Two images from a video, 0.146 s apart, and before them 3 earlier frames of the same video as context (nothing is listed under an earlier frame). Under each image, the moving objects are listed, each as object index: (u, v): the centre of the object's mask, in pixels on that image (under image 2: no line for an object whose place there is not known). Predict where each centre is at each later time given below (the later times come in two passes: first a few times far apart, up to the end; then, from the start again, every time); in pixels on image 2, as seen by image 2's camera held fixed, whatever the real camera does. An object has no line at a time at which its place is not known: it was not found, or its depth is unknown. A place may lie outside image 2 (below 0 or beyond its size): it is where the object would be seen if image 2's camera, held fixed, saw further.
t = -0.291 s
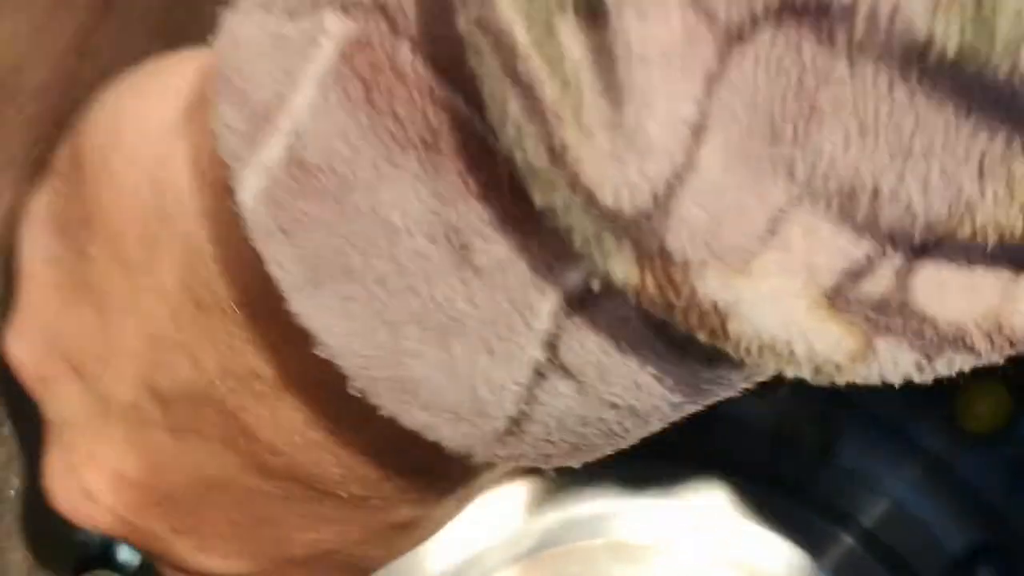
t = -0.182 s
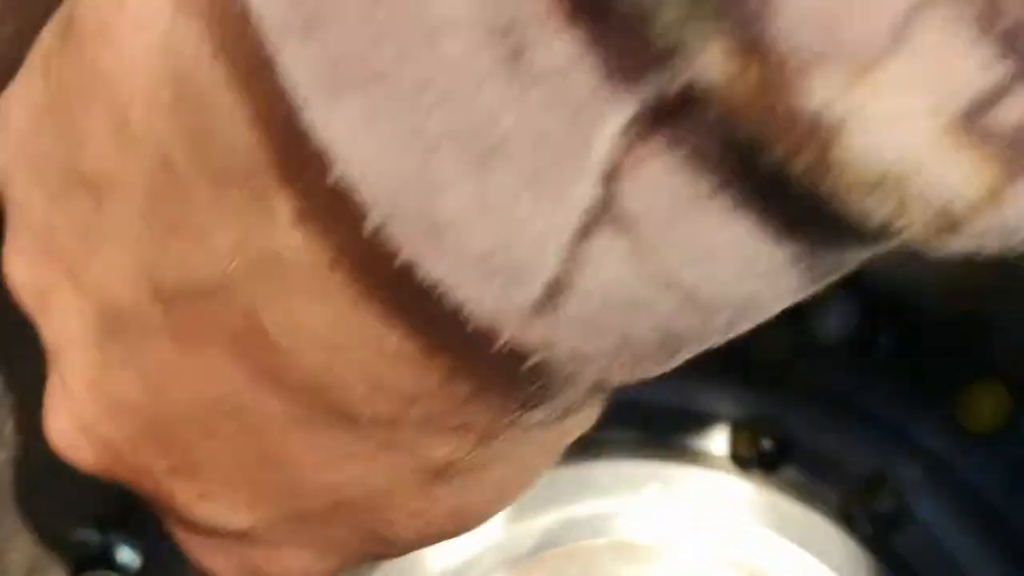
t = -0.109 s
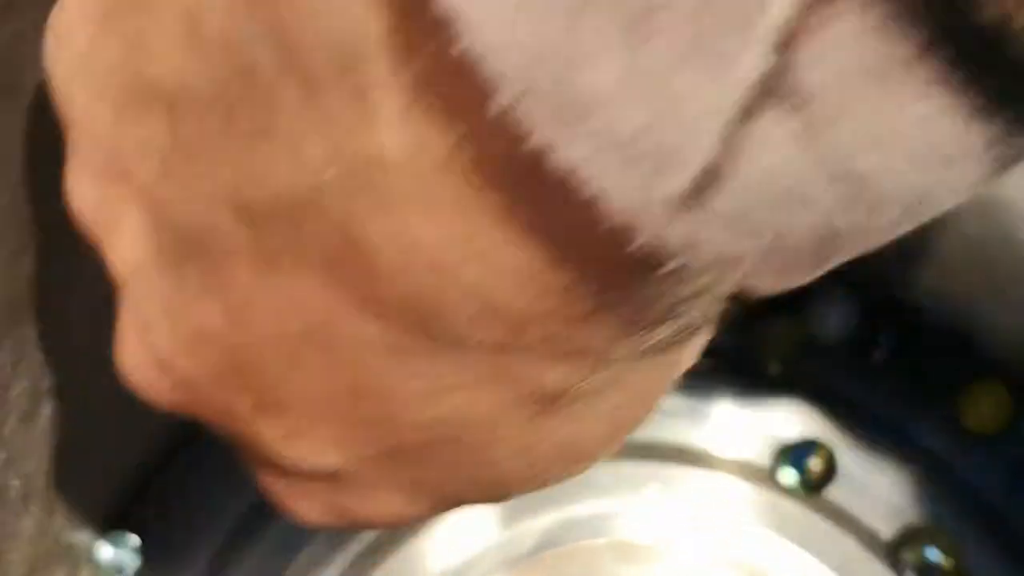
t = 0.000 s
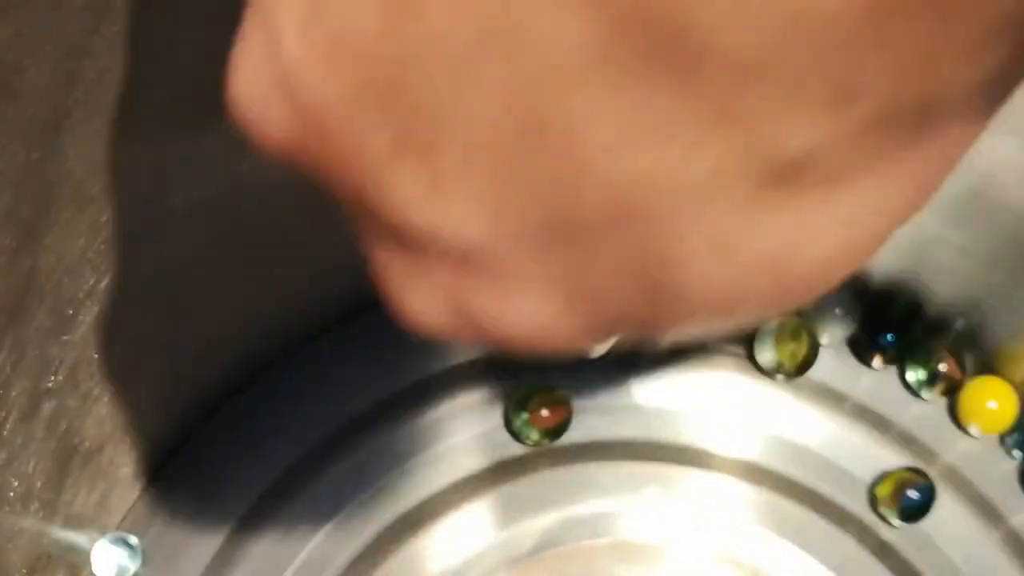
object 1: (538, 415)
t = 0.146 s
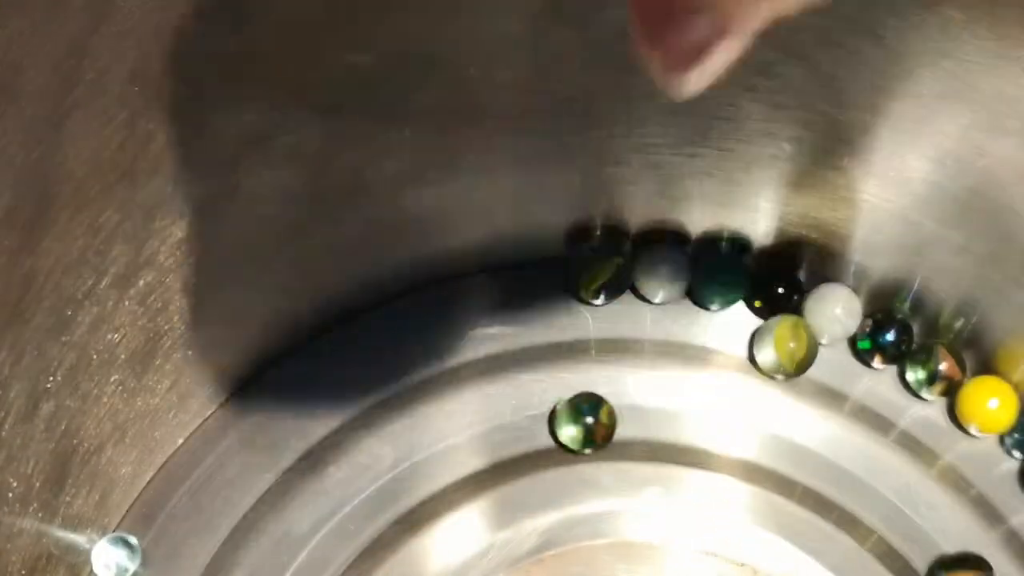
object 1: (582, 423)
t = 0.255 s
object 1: (613, 422)
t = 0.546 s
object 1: (730, 425)
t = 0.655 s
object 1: (771, 435)
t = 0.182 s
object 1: (593, 425)
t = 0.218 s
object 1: (603, 424)
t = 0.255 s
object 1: (613, 422)
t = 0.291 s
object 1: (624, 419)
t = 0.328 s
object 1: (636, 415)
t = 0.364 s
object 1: (647, 411)
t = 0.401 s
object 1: (671, 401)
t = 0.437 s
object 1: (693, 406)
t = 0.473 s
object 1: (704, 413)
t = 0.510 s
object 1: (716, 419)
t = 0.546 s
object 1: (730, 425)
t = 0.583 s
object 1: (744, 429)
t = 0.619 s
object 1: (757, 432)
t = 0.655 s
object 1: (771, 435)
